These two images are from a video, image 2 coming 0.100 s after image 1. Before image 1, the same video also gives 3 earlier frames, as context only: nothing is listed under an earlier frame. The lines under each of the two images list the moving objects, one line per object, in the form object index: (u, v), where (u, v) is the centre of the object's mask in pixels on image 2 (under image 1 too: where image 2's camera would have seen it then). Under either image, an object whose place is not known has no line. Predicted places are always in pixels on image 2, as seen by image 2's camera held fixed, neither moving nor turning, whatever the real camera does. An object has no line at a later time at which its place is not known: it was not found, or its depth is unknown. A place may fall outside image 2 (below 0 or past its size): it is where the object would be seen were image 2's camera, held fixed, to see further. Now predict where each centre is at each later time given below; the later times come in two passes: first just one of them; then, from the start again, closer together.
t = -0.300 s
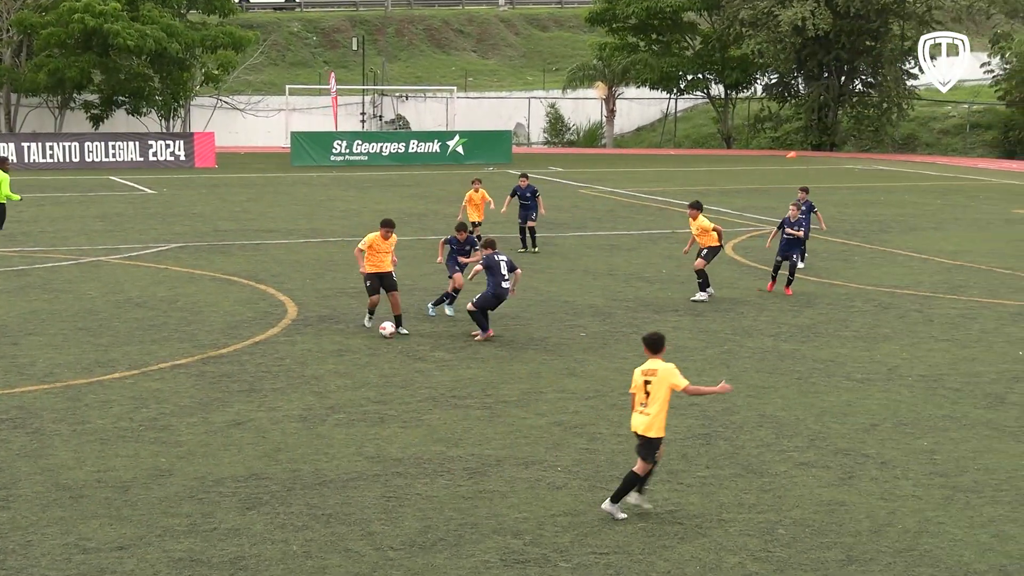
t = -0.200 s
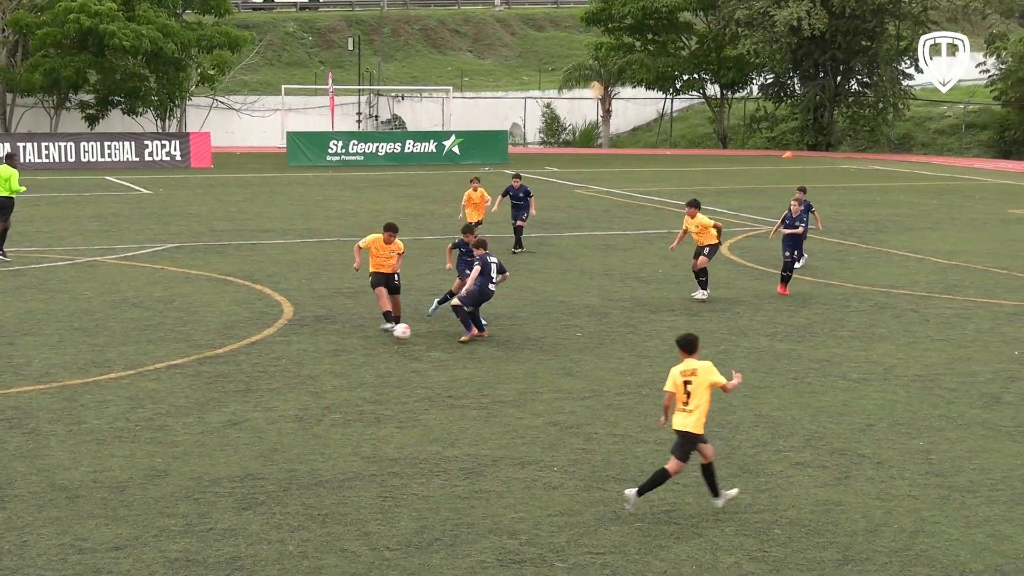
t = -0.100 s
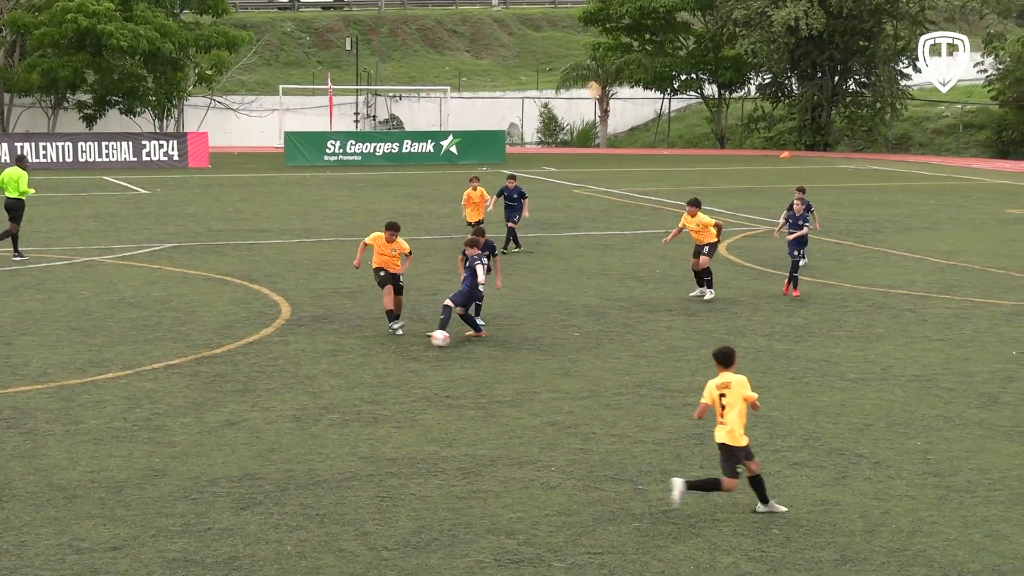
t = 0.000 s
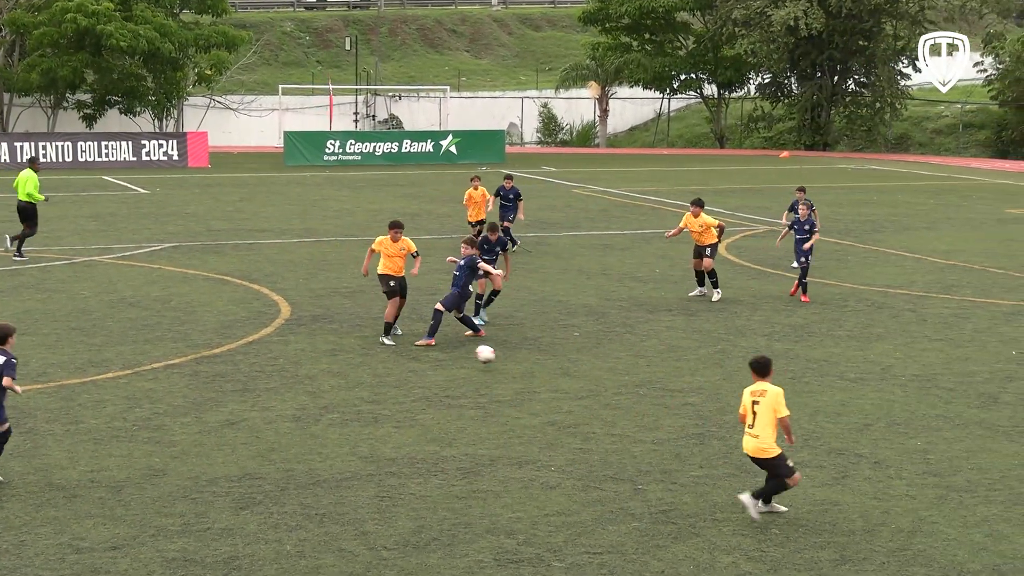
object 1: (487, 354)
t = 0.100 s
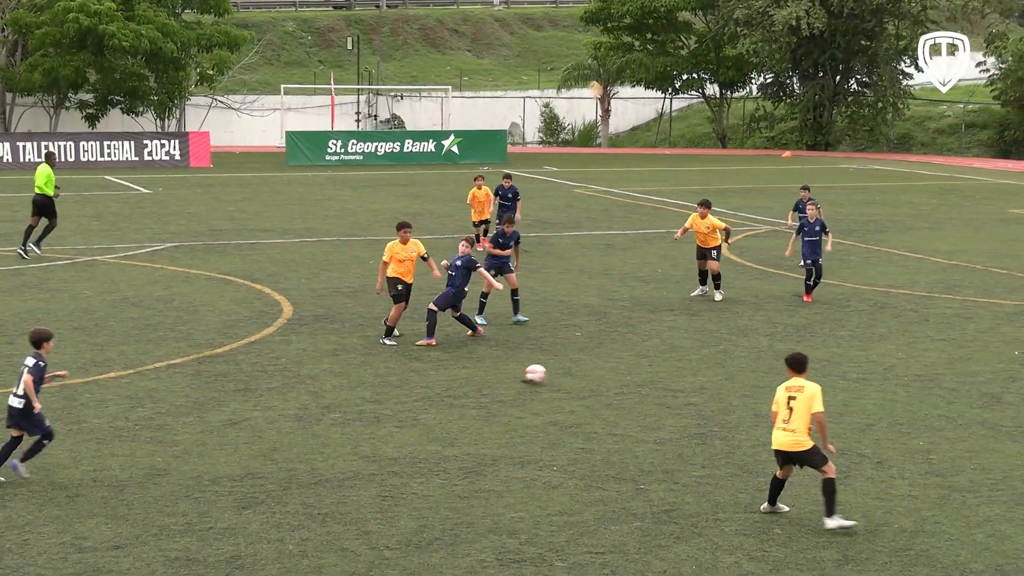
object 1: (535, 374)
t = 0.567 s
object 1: (770, 424)
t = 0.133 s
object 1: (551, 374)
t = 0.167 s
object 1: (567, 376)
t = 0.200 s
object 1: (584, 379)
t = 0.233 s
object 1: (601, 383)
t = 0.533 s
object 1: (752, 418)
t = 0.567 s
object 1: (770, 424)
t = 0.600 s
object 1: (787, 431)
